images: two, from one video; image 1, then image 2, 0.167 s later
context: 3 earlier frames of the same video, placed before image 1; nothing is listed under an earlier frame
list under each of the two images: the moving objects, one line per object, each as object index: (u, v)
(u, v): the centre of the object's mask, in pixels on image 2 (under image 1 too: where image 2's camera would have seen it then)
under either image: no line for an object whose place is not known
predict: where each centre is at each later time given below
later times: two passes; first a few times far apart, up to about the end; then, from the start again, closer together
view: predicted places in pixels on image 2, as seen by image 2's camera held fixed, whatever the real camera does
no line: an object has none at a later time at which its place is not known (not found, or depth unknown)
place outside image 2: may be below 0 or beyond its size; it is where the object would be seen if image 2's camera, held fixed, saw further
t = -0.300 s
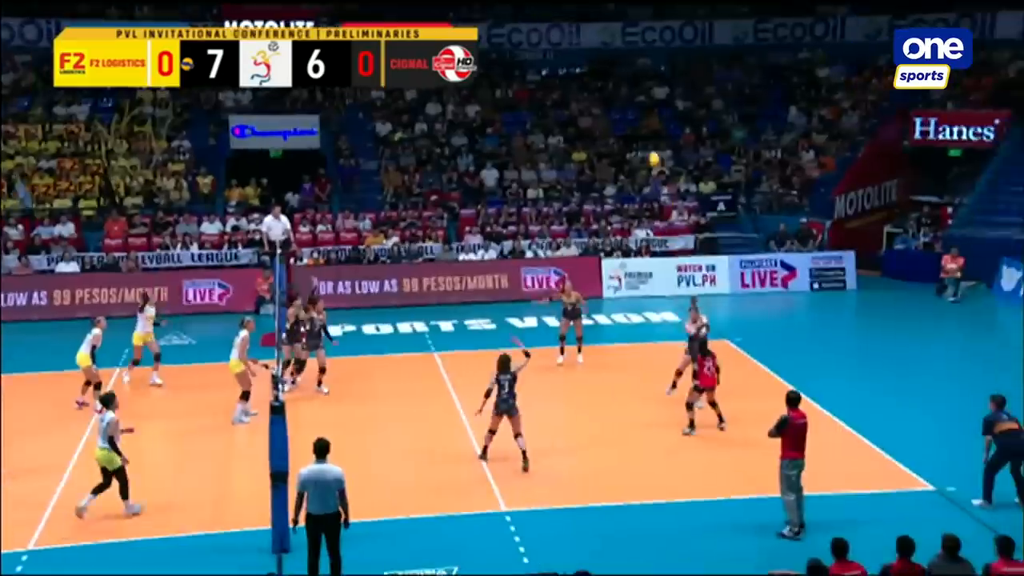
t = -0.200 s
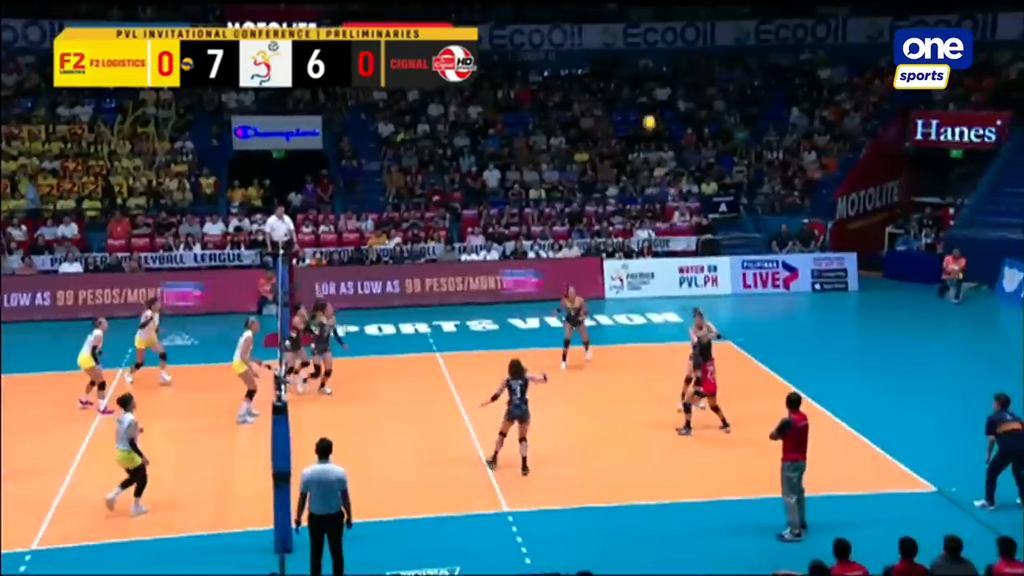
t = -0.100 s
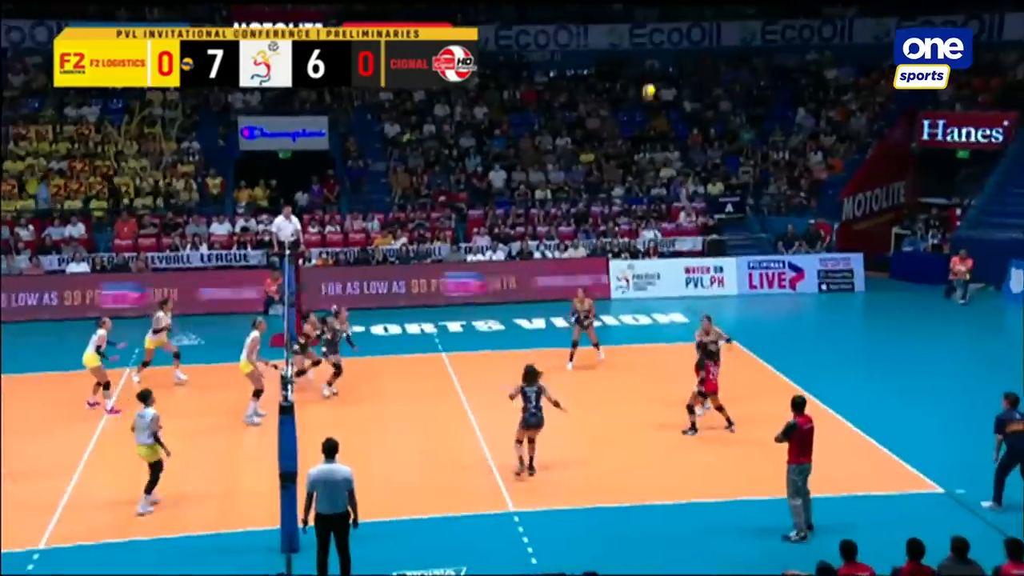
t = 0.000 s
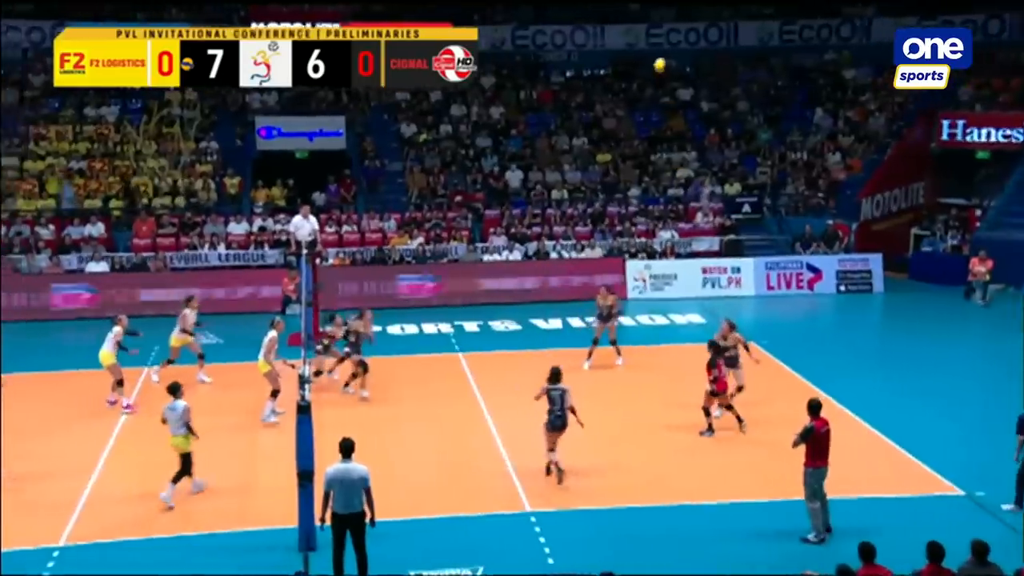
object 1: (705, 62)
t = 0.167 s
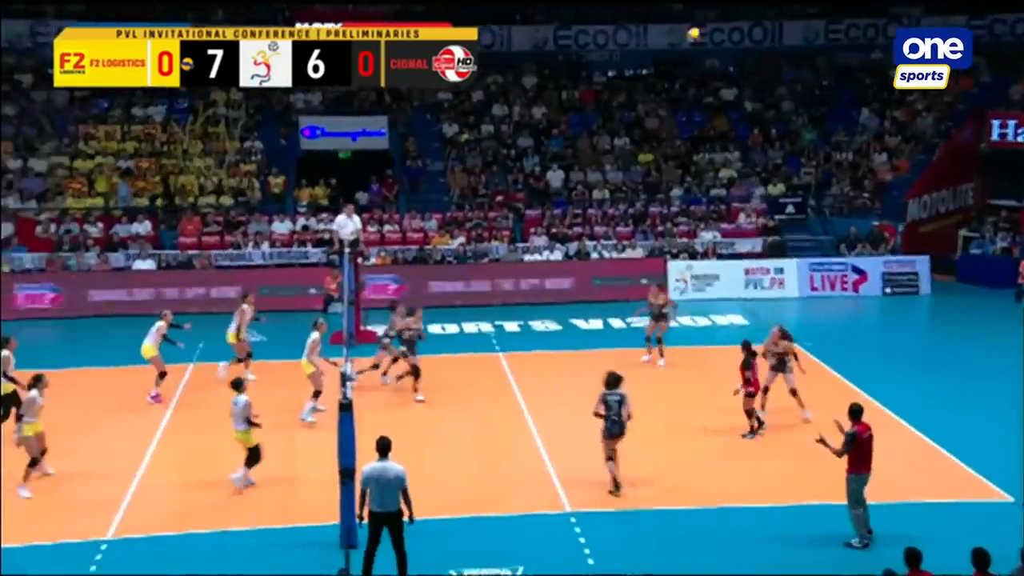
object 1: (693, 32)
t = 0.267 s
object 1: (686, 24)
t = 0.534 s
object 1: (669, 29)
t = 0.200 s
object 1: (691, 29)
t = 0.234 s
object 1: (689, 27)
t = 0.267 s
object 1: (686, 24)
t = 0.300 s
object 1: (684, 23)
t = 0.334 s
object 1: (682, 22)
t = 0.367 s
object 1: (679, 22)
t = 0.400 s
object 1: (677, 22)
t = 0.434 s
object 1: (675, 23)
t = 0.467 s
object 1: (673, 24)
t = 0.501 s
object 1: (671, 26)
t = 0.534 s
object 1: (669, 29)
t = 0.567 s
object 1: (666, 32)
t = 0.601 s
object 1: (664, 36)
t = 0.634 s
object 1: (663, 40)
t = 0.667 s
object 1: (660, 46)
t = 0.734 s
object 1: (656, 58)
